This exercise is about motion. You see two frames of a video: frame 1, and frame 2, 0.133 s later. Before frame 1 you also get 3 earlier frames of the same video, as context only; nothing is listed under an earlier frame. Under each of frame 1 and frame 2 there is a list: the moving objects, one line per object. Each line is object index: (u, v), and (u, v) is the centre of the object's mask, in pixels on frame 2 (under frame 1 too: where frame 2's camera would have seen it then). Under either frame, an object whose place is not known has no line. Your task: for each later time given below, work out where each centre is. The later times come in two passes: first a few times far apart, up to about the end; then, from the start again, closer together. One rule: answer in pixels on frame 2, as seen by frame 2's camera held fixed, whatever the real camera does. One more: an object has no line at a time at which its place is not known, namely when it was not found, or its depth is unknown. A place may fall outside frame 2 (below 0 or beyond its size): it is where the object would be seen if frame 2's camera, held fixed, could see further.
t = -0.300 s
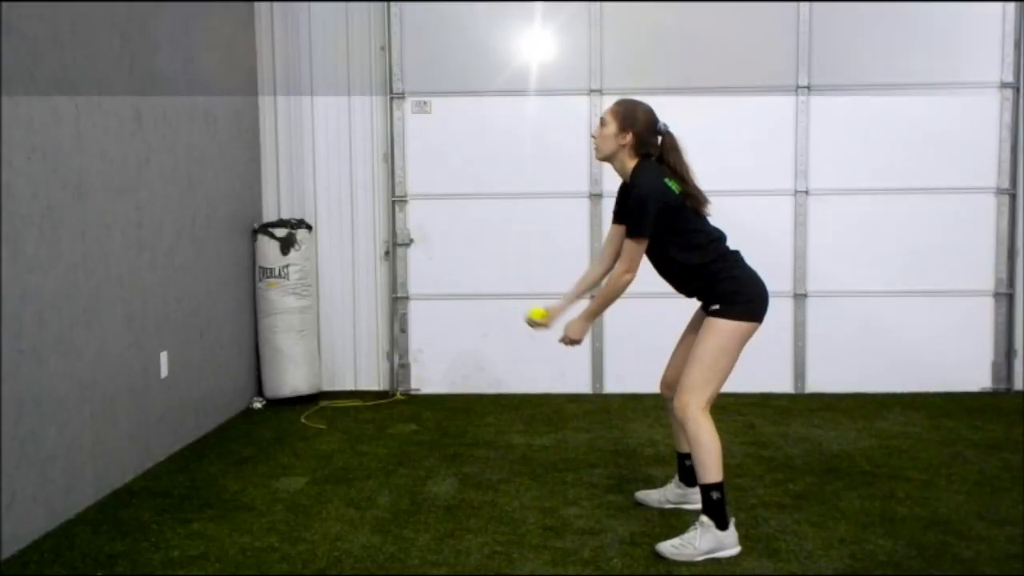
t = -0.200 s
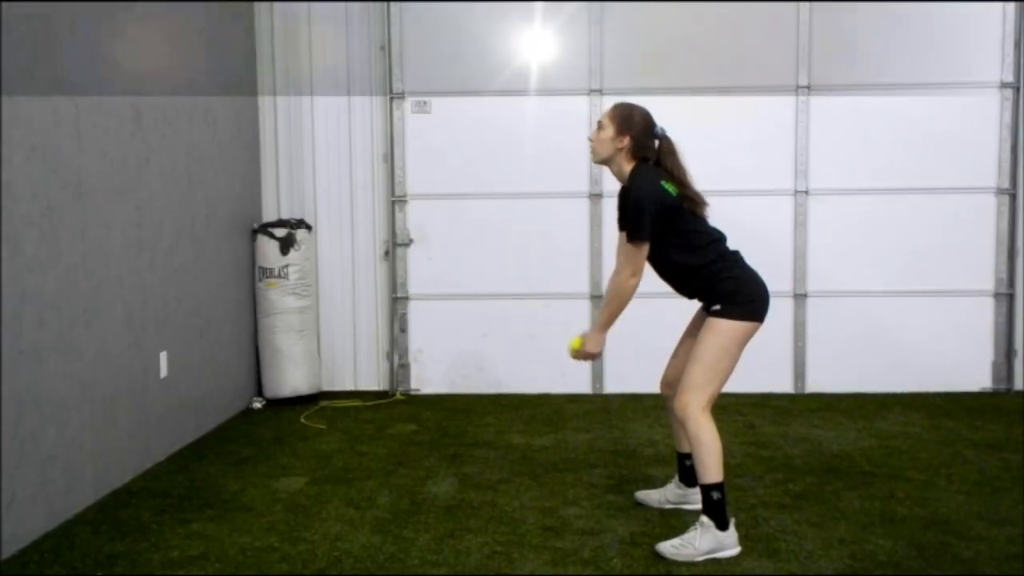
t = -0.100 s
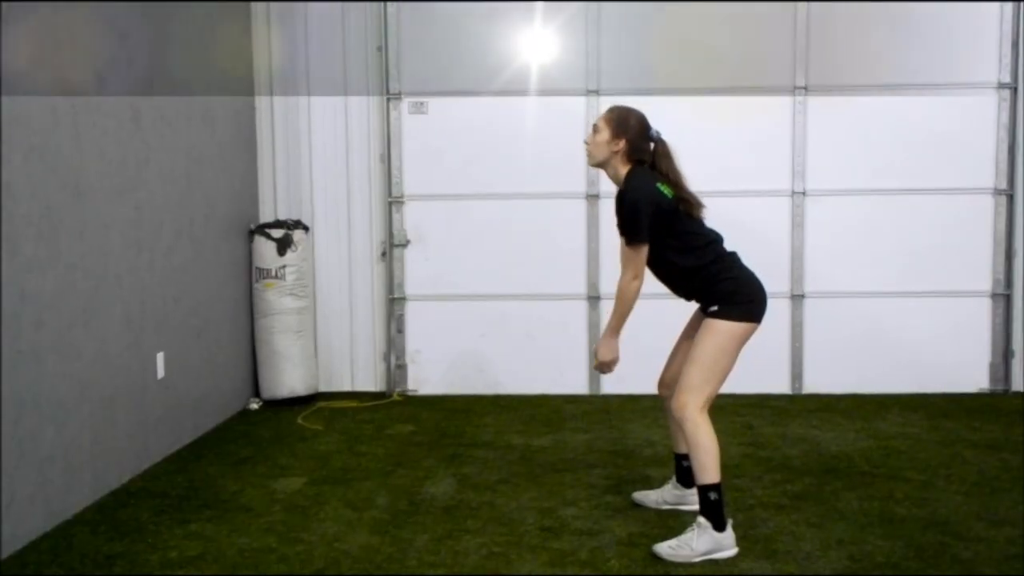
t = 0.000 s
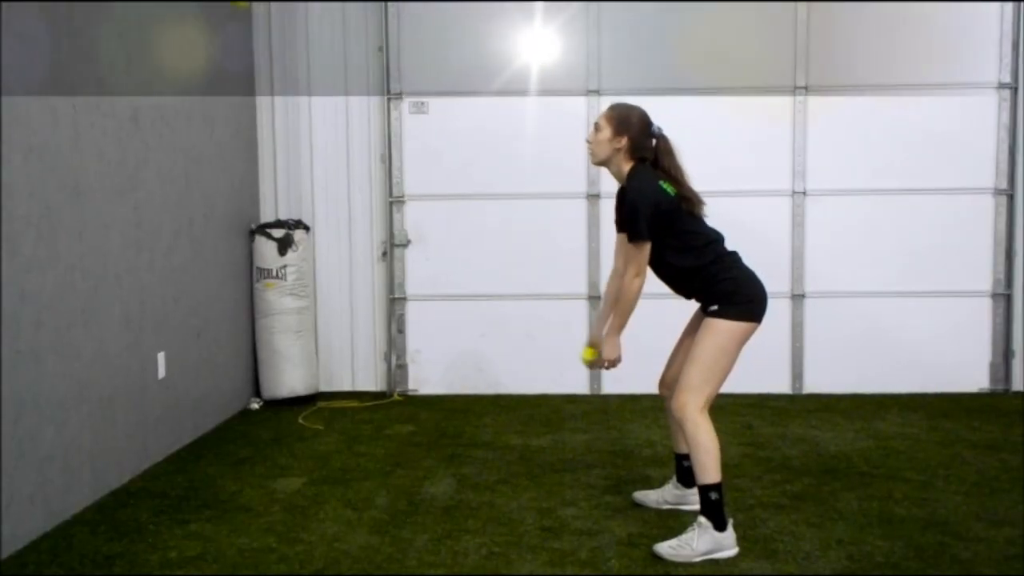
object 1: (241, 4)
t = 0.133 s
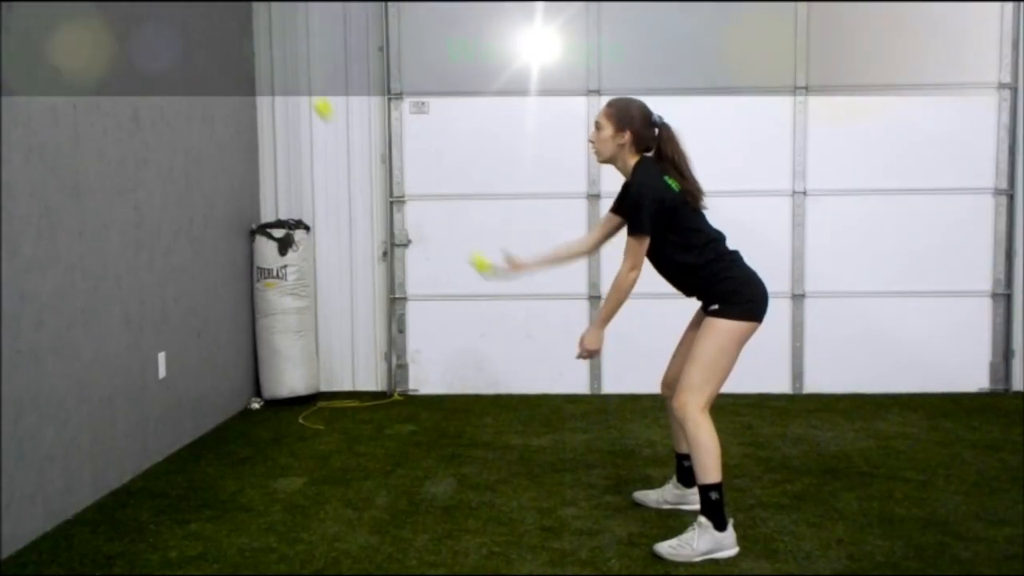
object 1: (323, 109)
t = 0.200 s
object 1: (368, 181)
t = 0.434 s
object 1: (510, 502)
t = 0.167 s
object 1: (346, 143)
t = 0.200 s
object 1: (368, 181)
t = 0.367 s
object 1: (473, 413)
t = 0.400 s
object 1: (493, 469)
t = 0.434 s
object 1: (510, 502)
